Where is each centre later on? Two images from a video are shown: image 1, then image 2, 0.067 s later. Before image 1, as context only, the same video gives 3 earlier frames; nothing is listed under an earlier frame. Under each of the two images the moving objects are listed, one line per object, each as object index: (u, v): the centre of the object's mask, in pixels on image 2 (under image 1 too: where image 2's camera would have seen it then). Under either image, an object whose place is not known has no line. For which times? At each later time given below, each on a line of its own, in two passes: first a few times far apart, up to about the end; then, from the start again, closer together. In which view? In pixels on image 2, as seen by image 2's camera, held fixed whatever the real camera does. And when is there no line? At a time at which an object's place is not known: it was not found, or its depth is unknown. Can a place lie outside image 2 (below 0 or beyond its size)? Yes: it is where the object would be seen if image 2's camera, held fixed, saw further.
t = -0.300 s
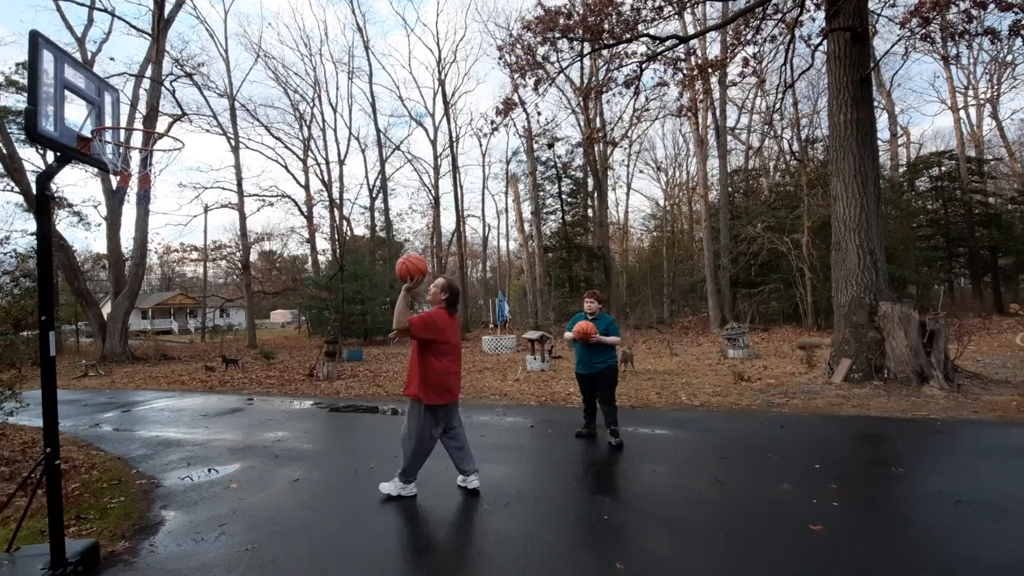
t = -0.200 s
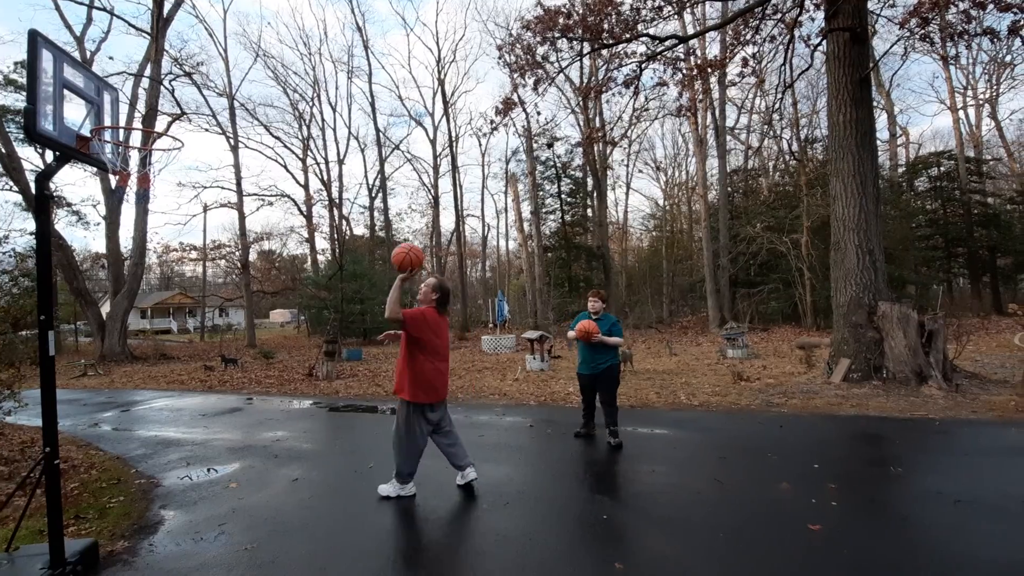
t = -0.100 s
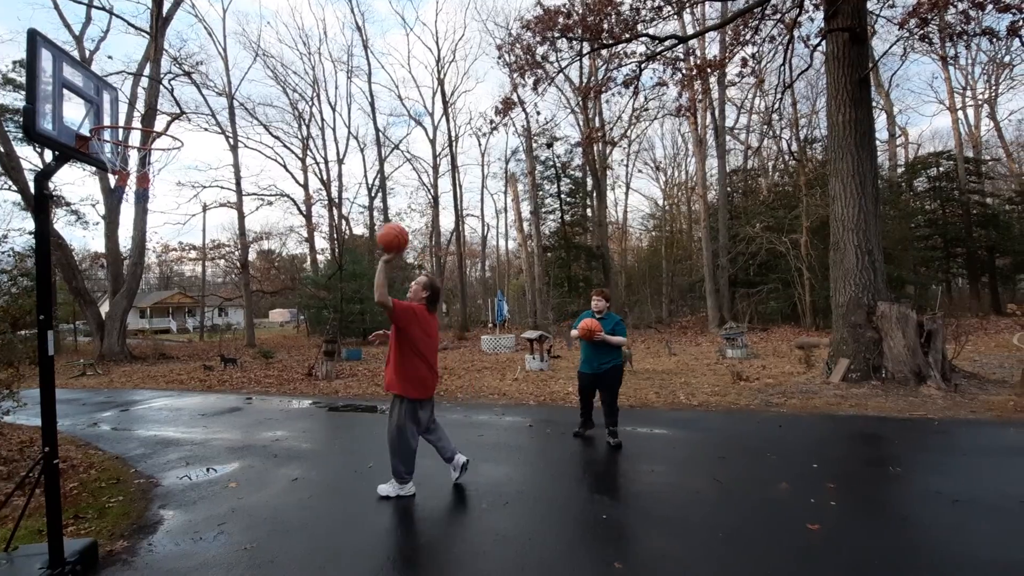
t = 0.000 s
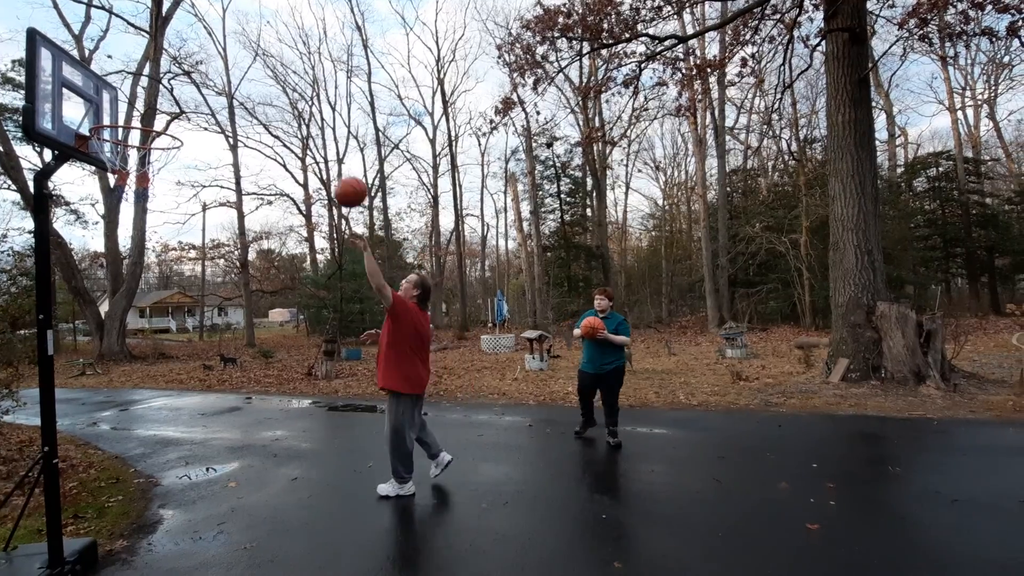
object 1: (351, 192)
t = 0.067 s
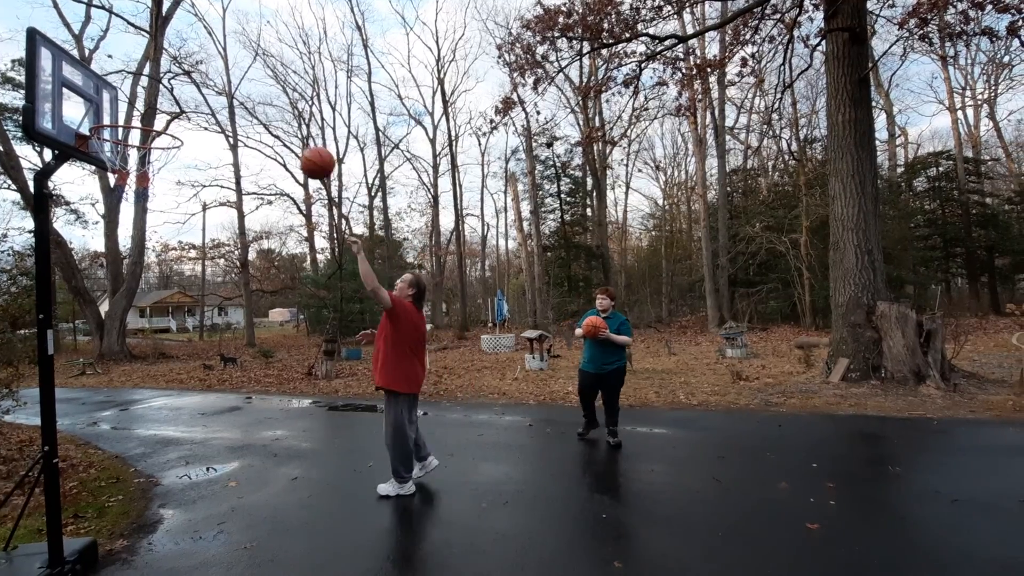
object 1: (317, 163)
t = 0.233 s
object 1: (225, 113)
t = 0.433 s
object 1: (94, 101)
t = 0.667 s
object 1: (155, 159)
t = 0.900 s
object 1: (162, 193)
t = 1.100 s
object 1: (152, 260)
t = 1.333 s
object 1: (143, 414)
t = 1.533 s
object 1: (132, 489)
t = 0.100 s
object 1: (300, 151)
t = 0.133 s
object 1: (282, 139)
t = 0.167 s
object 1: (263, 129)
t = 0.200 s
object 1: (244, 120)
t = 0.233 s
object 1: (225, 113)
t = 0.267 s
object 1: (204, 107)
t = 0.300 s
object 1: (183, 102)
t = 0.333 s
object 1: (162, 99)
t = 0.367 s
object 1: (138, 97)
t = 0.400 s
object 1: (114, 98)
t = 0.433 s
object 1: (94, 101)
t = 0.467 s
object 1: (100, 105)
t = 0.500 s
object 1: (109, 115)
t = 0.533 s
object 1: (120, 122)
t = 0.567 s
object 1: (132, 129)
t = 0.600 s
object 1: (141, 137)
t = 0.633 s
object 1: (148, 147)
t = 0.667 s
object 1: (155, 159)
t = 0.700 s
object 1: (161, 169)
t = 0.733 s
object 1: (164, 175)
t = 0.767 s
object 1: (165, 178)
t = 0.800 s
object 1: (165, 180)
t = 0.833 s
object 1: (164, 183)
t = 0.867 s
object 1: (163, 188)
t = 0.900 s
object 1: (162, 193)
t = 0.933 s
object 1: (160, 200)
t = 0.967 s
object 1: (158, 209)
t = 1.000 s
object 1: (156, 220)
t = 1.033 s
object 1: (155, 232)
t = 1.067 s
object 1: (154, 245)
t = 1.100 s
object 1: (152, 260)
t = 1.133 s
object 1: (150, 277)
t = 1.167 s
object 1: (149, 296)
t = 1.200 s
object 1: (148, 316)
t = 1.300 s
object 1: (144, 386)
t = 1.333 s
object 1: (143, 414)
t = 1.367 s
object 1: (141, 443)
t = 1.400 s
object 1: (140, 473)
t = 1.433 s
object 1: (139, 504)
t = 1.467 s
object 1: (139, 536)
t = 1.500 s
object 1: (136, 512)
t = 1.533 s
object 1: (132, 489)
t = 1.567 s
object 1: (128, 468)
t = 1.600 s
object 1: (125, 448)
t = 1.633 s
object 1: (121, 429)
